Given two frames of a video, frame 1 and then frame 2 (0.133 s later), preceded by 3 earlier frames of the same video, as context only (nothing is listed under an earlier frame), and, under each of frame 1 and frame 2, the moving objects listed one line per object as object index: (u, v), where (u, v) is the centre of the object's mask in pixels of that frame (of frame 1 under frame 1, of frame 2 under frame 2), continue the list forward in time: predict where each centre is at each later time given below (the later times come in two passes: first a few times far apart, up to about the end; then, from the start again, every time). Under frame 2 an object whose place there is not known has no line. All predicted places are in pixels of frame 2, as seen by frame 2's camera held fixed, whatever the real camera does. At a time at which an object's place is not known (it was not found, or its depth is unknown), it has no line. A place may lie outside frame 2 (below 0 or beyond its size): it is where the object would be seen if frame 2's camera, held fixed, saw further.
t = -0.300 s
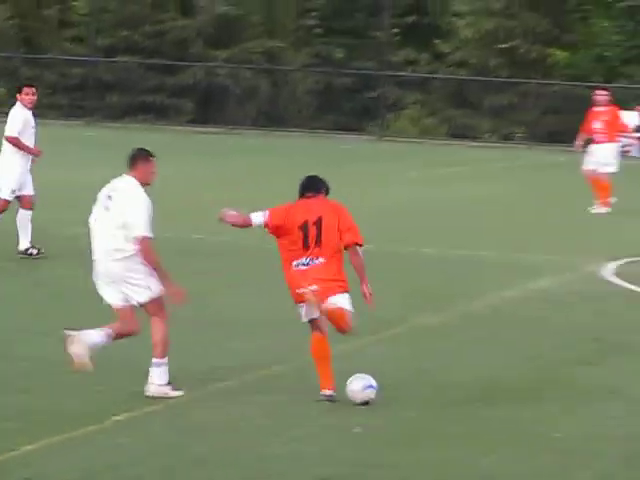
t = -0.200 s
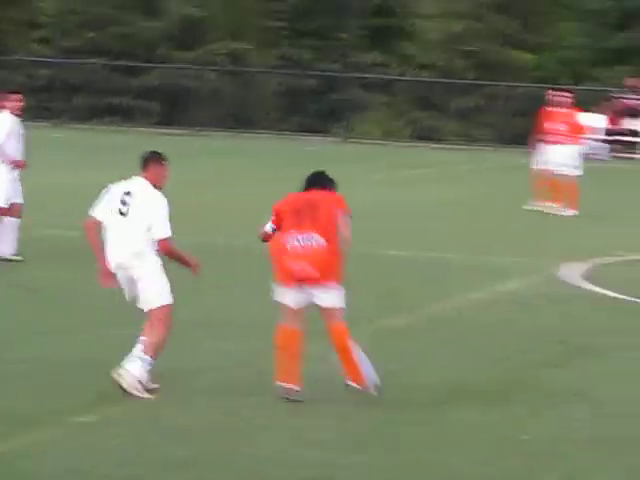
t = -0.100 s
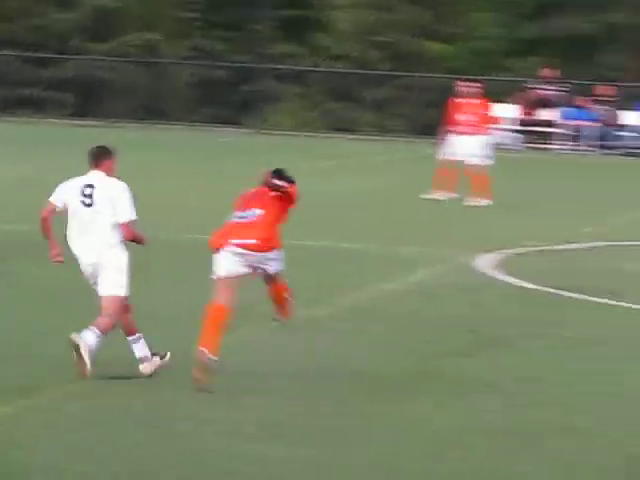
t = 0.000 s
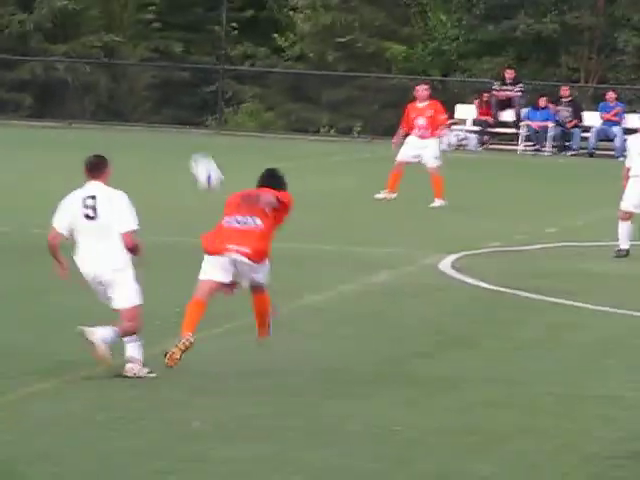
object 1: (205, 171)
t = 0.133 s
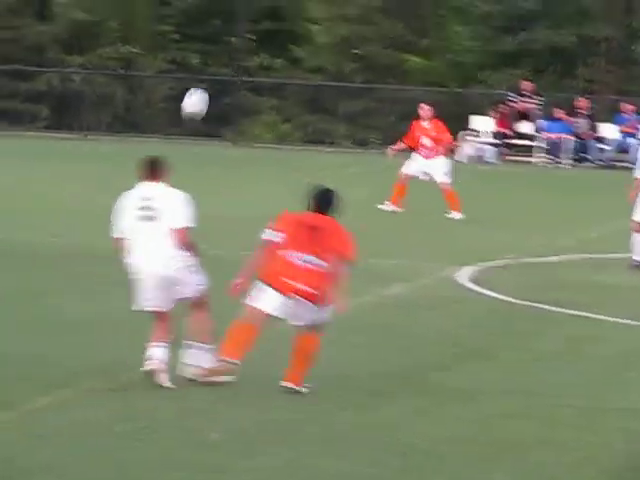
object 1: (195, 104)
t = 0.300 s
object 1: (150, 40)
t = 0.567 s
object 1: (65, 11)
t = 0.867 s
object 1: (-38, 55)
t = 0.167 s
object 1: (187, 88)
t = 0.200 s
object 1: (177, 74)
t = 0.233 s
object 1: (168, 61)
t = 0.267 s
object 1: (159, 49)
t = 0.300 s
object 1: (150, 40)
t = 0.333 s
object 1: (141, 33)
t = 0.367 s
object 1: (129, 26)
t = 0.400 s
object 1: (119, 21)
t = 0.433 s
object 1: (109, 16)
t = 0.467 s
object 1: (98, 14)
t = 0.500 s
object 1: (87, 12)
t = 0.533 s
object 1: (77, 11)
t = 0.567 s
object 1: (65, 11)
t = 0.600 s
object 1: (55, 12)
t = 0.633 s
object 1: (43, 14)
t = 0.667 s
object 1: (31, 18)
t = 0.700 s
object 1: (20, 22)
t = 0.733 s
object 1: (8, 26)
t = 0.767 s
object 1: (-3, 31)
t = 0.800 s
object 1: (-14, 39)
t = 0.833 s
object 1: (-26, 47)
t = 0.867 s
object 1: (-38, 55)
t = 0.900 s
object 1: (-50, 64)
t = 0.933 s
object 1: (-61, 73)
